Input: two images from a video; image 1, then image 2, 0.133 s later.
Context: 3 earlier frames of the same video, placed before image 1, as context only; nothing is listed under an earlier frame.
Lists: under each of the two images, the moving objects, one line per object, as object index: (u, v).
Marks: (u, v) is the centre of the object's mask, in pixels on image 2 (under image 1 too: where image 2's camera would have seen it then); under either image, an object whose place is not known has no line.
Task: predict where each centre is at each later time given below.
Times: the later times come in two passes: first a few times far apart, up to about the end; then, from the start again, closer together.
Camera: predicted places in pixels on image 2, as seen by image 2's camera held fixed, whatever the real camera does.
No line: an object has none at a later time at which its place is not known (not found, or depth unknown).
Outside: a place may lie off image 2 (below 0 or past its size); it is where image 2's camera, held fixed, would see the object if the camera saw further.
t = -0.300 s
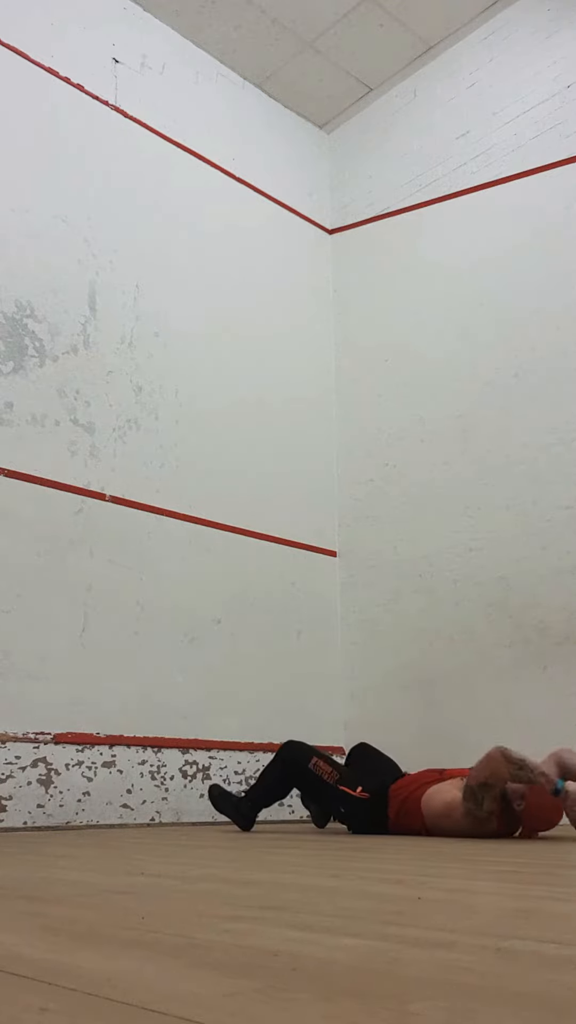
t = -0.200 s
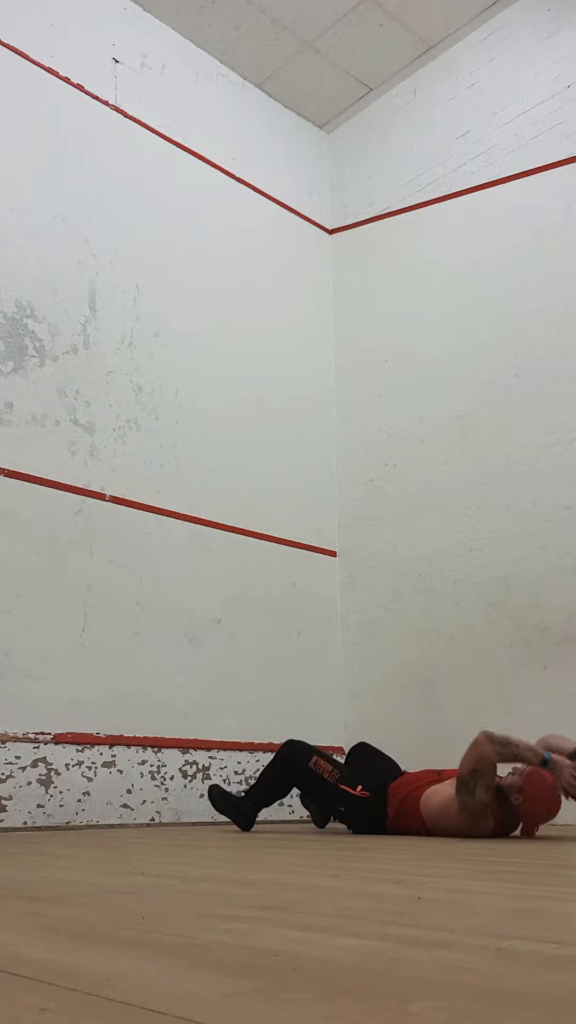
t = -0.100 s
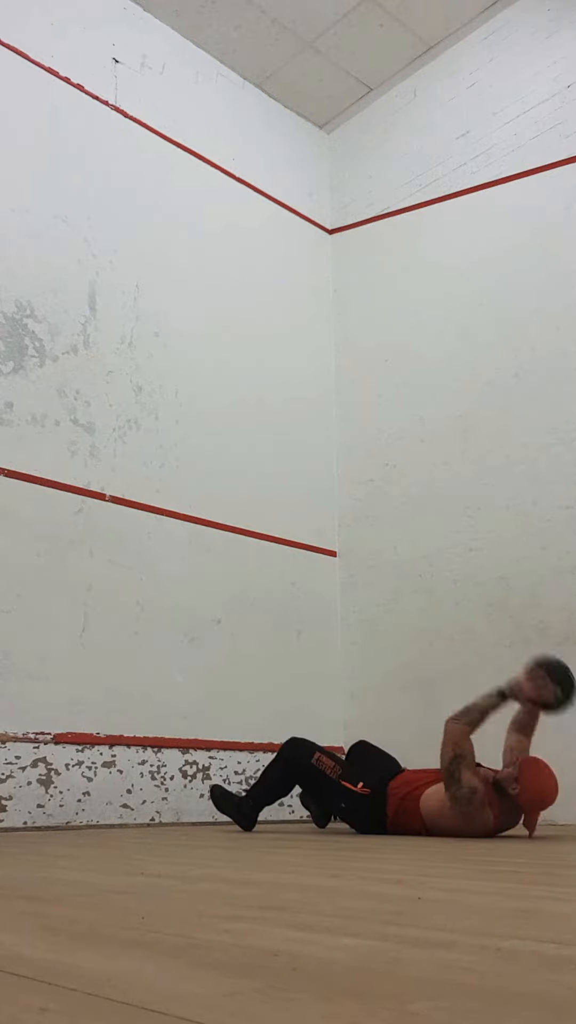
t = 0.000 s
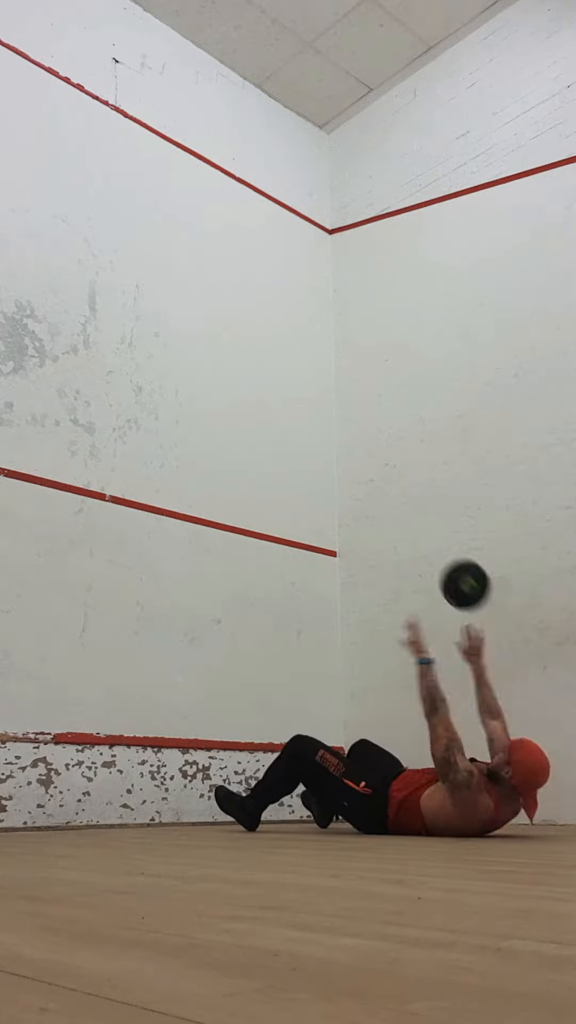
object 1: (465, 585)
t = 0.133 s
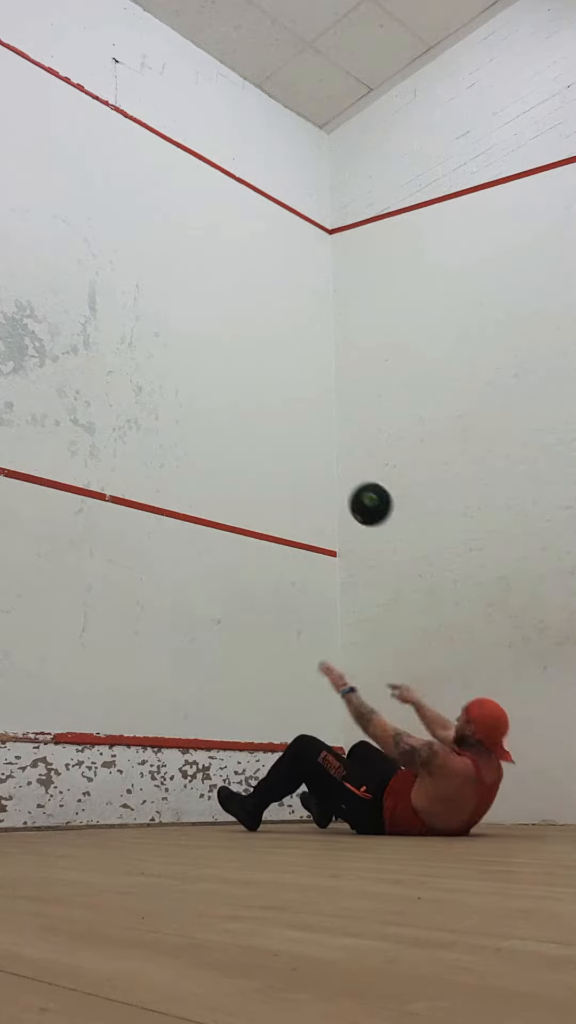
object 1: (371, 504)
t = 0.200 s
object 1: (331, 482)
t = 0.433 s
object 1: (218, 469)
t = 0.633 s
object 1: (198, 493)
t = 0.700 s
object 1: (218, 503)
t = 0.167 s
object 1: (350, 492)
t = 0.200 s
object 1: (331, 482)
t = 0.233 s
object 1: (313, 474)
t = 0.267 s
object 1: (296, 469)
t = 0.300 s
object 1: (279, 465)
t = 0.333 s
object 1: (263, 464)
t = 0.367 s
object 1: (248, 464)
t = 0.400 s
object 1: (232, 466)
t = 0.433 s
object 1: (218, 469)
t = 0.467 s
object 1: (204, 474)
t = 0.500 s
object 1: (191, 480)
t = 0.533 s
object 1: (178, 488)
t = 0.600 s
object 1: (189, 491)
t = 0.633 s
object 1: (198, 493)
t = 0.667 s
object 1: (208, 497)
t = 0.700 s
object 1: (218, 503)
